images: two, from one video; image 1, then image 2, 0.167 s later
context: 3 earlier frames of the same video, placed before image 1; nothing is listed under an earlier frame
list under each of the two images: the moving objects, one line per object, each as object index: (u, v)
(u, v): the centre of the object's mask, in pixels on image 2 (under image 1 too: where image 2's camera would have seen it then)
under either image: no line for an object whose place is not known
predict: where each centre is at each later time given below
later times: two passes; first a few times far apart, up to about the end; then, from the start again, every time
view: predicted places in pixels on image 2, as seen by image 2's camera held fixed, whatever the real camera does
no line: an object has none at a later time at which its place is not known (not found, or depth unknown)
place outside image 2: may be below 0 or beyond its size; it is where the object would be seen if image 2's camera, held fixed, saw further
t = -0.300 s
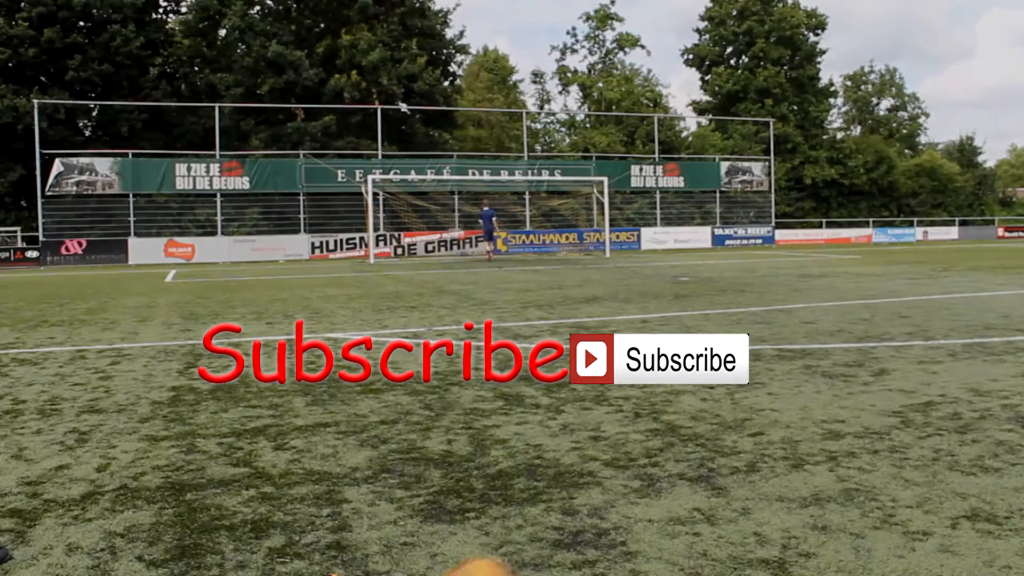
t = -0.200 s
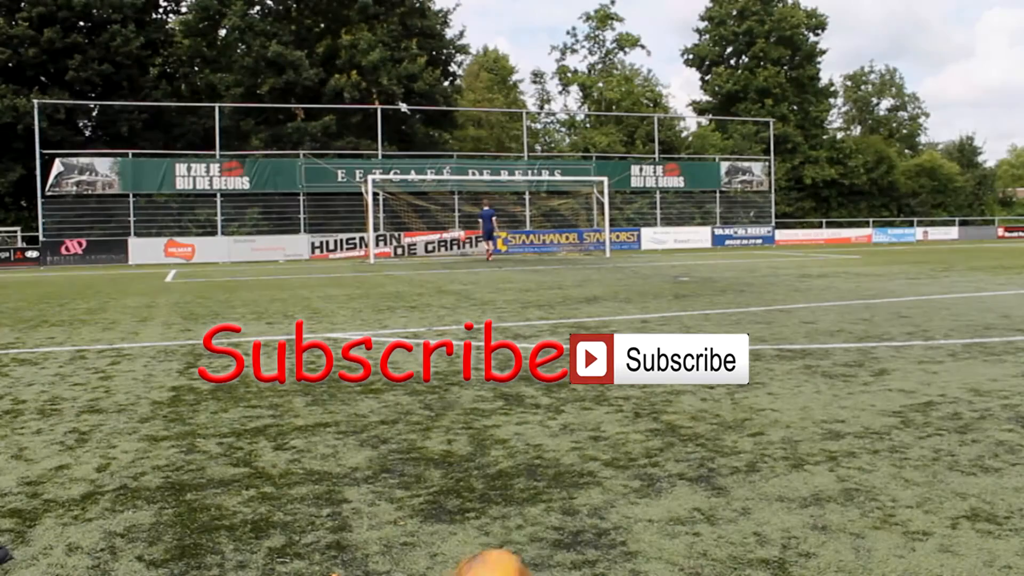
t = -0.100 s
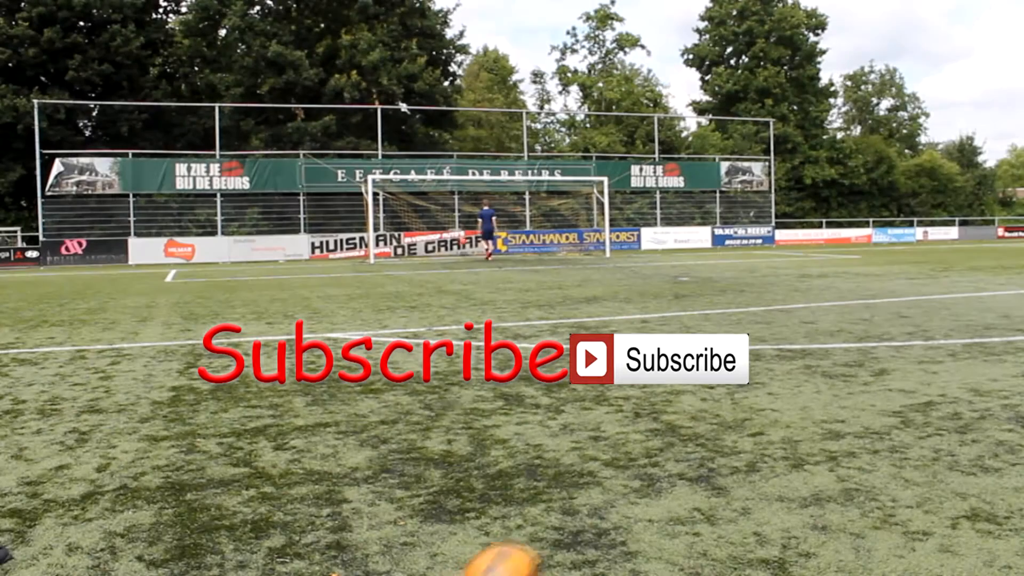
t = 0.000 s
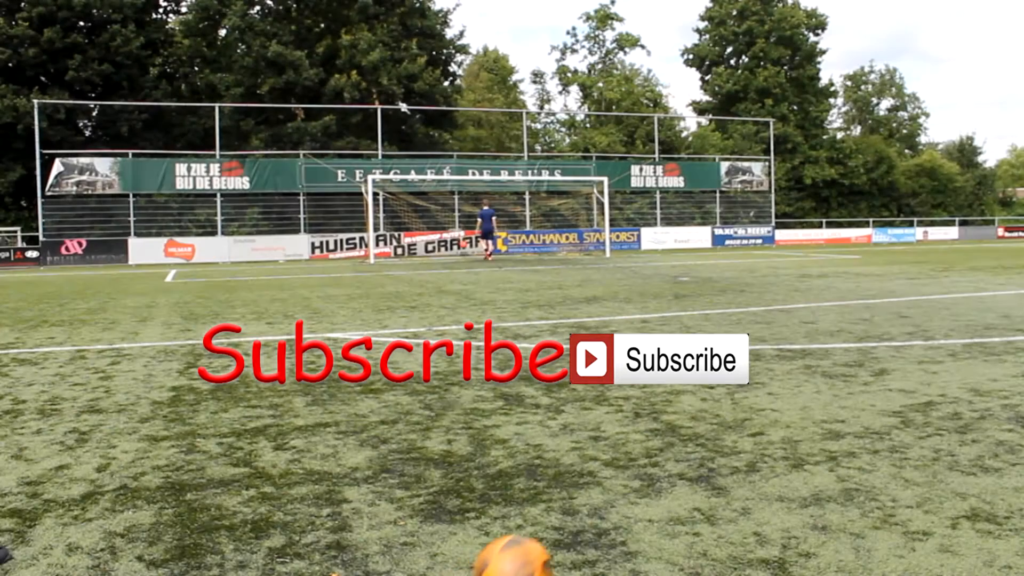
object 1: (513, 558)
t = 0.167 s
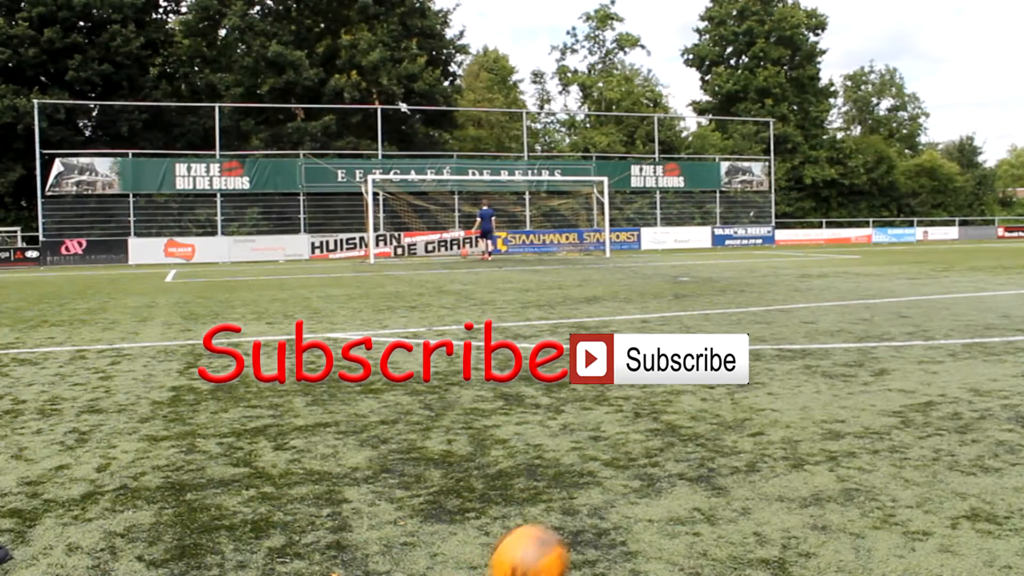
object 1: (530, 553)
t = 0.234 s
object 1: (536, 551)
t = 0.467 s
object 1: (556, 543)
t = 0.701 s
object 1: (577, 530)
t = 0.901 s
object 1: (593, 521)
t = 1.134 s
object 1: (610, 513)
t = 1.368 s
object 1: (627, 505)
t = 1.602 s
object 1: (643, 497)
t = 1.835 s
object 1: (655, 491)
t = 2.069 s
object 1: (668, 486)
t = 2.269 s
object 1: (678, 481)
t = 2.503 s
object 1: (688, 476)
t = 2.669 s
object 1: (695, 473)
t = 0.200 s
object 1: (532, 553)
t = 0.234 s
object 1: (536, 551)
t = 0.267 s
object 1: (538, 550)
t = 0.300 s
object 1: (541, 548)
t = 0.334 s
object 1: (544, 547)
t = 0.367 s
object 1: (548, 546)
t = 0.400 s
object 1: (549, 546)
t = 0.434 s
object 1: (554, 543)
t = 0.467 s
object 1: (556, 543)
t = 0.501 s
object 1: (559, 541)
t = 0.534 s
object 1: (562, 539)
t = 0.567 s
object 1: (566, 537)
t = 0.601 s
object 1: (568, 536)
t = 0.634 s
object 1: (572, 534)
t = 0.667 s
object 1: (574, 532)
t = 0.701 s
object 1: (577, 530)
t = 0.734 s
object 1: (579, 529)
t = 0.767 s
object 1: (582, 527)
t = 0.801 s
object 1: (584, 526)
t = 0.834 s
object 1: (588, 524)
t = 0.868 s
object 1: (590, 522)
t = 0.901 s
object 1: (593, 521)
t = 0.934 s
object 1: (595, 520)
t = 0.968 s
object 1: (598, 518)
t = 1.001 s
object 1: (600, 517)
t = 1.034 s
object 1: (603, 516)
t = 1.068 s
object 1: (605, 515)
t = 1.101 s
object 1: (608, 515)
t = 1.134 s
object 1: (610, 513)
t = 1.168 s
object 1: (613, 512)
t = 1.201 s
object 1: (617, 510)
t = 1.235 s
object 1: (618, 509)
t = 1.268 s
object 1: (621, 508)
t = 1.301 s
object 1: (623, 506)
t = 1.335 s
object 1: (626, 506)
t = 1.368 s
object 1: (627, 505)
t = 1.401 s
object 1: (630, 504)
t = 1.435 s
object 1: (632, 504)
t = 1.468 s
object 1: (633, 502)
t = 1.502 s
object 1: (636, 501)
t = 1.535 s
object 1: (639, 500)
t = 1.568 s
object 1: (640, 499)
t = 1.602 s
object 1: (643, 497)
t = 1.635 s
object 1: (644, 496)
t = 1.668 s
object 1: (647, 495)
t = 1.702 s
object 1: (647, 494)
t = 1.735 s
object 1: (650, 493)
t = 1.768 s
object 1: (651, 492)
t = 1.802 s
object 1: (653, 492)
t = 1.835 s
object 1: (655, 491)
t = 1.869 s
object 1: (657, 490)
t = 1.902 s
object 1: (659, 490)
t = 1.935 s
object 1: (661, 489)
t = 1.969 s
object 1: (663, 488)
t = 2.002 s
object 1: (665, 487)
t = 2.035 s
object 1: (667, 487)
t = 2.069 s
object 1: (668, 486)
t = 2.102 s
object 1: (670, 485)
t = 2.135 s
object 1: (672, 484)
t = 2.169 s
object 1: (673, 483)
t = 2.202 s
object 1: (675, 482)
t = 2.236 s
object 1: (677, 481)
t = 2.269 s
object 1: (678, 481)
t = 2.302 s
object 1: (680, 480)
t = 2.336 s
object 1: (681, 479)
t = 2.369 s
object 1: (683, 478)
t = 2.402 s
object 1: (684, 478)
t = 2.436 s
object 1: (685, 477)
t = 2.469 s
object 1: (686, 476)
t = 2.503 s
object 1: (688, 476)
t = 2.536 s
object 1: (690, 476)
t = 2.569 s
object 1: (692, 475)
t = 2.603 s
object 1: (693, 474)
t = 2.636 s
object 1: (694, 474)
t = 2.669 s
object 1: (695, 473)
